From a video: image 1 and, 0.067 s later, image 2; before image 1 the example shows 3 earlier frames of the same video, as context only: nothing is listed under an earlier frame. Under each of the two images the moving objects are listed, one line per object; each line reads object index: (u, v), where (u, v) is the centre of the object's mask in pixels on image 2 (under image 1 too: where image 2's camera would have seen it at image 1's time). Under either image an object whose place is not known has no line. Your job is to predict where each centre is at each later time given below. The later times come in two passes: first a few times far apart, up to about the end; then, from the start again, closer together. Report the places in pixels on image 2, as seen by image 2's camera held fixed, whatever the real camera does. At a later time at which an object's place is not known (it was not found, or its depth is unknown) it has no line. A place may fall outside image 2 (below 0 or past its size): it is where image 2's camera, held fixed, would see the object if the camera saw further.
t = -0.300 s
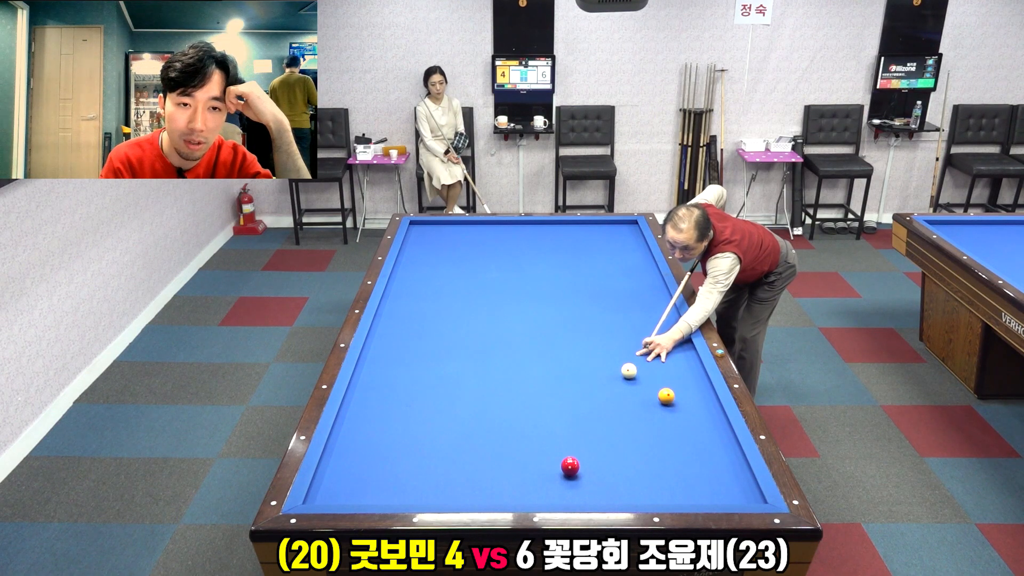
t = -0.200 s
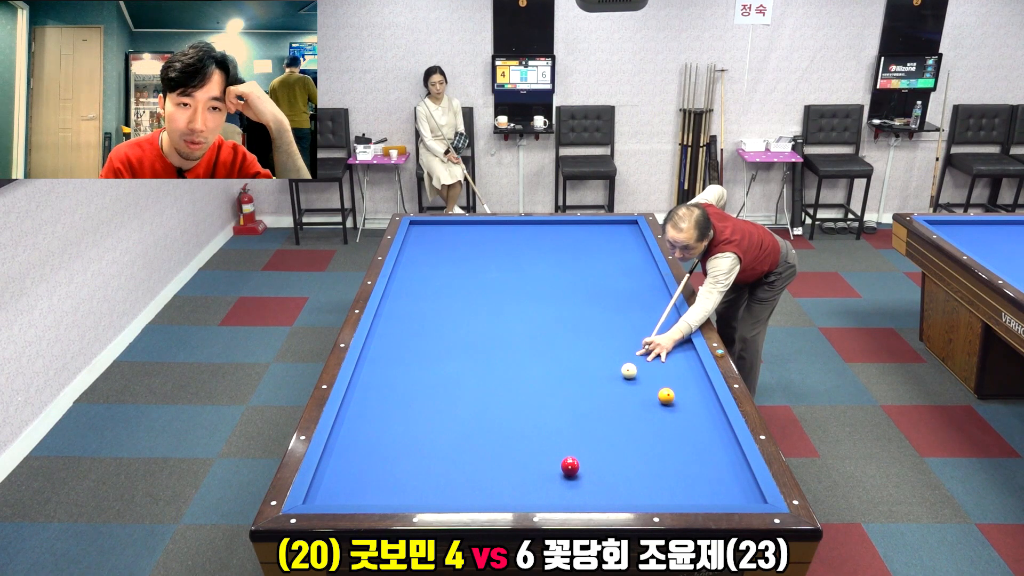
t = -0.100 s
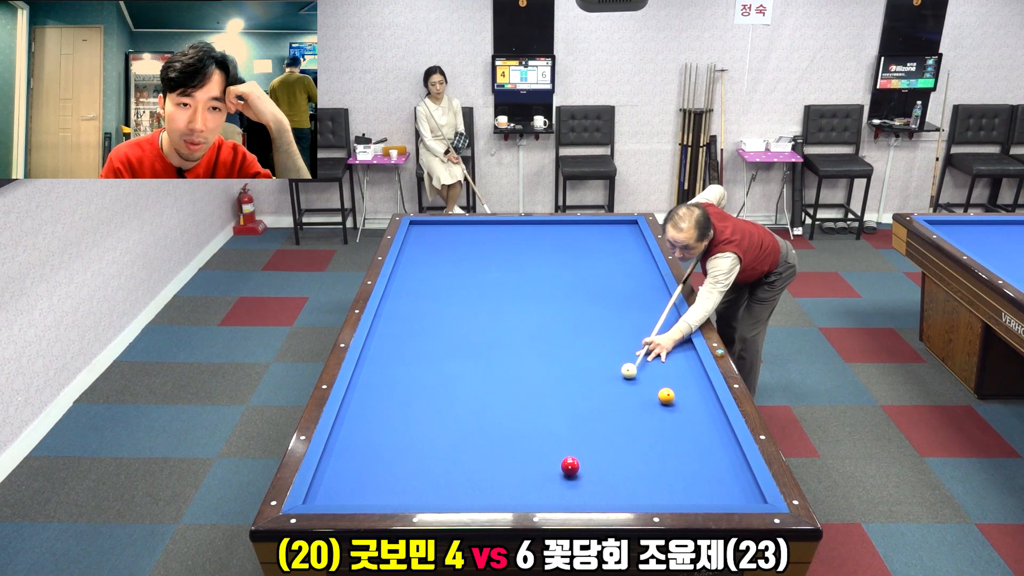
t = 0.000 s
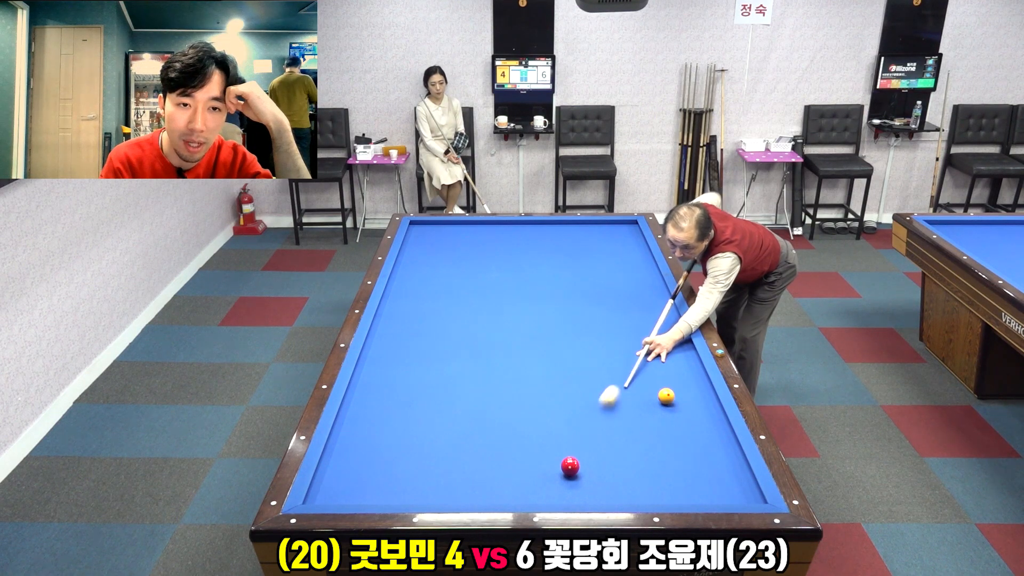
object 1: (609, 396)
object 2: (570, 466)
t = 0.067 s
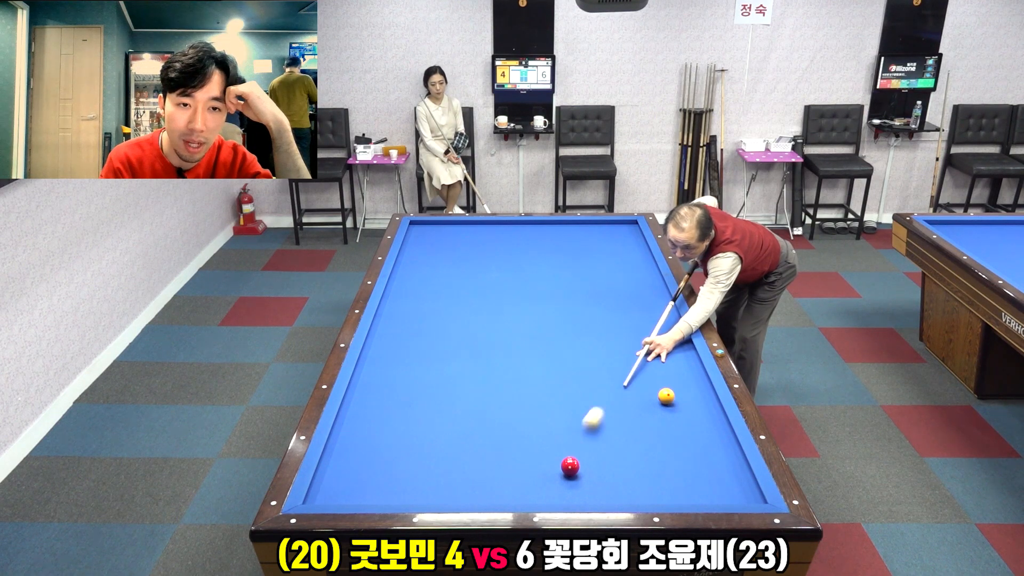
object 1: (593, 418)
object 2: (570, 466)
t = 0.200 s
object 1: (557, 456)
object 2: (572, 476)
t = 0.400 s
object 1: (506, 459)
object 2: (574, 472)
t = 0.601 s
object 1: (463, 461)
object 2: (569, 438)
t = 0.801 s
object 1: (422, 462)
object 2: (566, 410)
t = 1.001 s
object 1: (380, 464)
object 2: (562, 384)
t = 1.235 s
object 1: (332, 466)
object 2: (559, 359)
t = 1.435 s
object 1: (343, 475)
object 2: (556, 339)
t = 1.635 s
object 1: (361, 486)
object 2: (554, 321)
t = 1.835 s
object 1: (378, 495)
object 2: (551, 306)
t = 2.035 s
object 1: (401, 495)
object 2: (549, 291)
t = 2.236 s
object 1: (426, 492)
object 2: (547, 278)
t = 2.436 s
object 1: (450, 486)
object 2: (546, 266)
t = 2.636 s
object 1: (473, 481)
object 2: (544, 255)
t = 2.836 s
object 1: (495, 476)
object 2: (543, 245)
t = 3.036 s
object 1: (516, 472)
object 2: (541, 235)
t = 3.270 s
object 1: (540, 466)
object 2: (540, 225)
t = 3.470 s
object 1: (560, 462)
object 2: (540, 225)
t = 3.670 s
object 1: (578, 459)
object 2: (540, 230)
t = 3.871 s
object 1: (596, 455)
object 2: (540, 235)
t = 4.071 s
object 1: (613, 451)
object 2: (541, 240)
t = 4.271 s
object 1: (630, 448)
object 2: (541, 245)
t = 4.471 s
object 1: (646, 445)
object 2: (541, 250)
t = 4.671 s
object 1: (661, 442)
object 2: (542, 256)
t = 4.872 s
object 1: (676, 439)
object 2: (542, 261)
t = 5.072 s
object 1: (690, 436)
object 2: (543, 266)
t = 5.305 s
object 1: (706, 433)
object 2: (543, 273)
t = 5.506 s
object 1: (718, 431)
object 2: (543, 278)
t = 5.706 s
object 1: (720, 429)
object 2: (544, 284)
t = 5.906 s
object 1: (712, 427)
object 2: (544, 290)
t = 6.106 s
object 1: (704, 426)
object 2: (545, 295)
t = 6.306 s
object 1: (697, 424)
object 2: (545, 301)
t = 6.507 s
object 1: (690, 423)
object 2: (546, 307)
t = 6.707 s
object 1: (684, 422)
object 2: (546, 313)
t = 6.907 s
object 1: (678, 420)
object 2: (547, 319)
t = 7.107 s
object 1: (672, 420)
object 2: (547, 325)
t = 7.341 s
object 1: (667, 419)
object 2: (548, 332)
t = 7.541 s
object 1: (662, 418)
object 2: (548, 337)
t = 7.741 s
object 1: (658, 417)
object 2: (549, 344)
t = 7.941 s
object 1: (655, 416)
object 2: (549, 349)
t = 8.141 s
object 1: (652, 416)
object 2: (549, 355)
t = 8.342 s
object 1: (649, 415)
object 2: (549, 361)
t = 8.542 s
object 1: (647, 415)
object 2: (549, 368)
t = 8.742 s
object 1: (645, 415)
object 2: (549, 374)
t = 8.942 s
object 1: (644, 415)
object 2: (549, 379)
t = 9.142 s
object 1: (643, 415)
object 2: (549, 385)
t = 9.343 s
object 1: (642, 415)
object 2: (549, 391)
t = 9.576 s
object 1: (642, 415)
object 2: (549, 398)
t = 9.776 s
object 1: (642, 415)
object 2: (549, 404)
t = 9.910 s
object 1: (642, 415)
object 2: (549, 408)
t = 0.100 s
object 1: (585, 429)
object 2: (570, 466)
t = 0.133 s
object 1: (576, 440)
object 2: (570, 466)
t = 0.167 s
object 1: (568, 450)
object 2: (570, 467)
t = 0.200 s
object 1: (557, 456)
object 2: (572, 476)
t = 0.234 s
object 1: (547, 457)
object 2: (575, 487)
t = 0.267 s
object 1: (538, 458)
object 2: (577, 495)
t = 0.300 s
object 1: (529, 458)
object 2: (576, 493)
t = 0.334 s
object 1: (520, 458)
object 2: (575, 485)
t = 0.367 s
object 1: (513, 459)
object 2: (575, 478)
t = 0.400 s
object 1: (506, 459)
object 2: (574, 472)
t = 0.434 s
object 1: (499, 459)
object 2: (573, 466)
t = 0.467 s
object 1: (492, 460)
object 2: (572, 460)
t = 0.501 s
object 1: (484, 460)
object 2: (571, 454)
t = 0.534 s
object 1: (477, 460)
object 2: (571, 449)
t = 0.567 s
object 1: (470, 461)
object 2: (570, 444)
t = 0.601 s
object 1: (463, 461)
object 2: (569, 438)
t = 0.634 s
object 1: (457, 461)
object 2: (569, 433)
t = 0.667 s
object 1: (450, 461)
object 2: (568, 428)
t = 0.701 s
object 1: (443, 462)
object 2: (567, 424)
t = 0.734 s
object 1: (435, 462)
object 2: (567, 419)
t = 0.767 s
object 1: (429, 462)
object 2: (566, 414)
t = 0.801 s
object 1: (422, 462)
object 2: (566, 410)
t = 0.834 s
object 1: (415, 463)
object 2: (565, 405)
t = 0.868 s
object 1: (408, 463)
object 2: (564, 401)
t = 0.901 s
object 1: (401, 463)
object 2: (564, 397)
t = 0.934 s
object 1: (394, 463)
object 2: (563, 392)
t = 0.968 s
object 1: (387, 464)
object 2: (563, 388)
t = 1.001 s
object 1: (380, 464)
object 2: (562, 384)
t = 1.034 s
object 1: (373, 464)
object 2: (562, 381)
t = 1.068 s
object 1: (366, 464)
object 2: (561, 377)
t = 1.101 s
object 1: (359, 465)
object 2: (561, 373)
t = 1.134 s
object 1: (353, 465)
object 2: (560, 369)
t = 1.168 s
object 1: (345, 465)
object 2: (560, 366)
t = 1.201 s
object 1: (339, 466)
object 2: (559, 362)
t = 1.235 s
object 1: (332, 466)
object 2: (559, 359)
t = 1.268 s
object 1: (326, 467)
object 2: (558, 355)
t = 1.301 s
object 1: (330, 468)
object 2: (558, 352)
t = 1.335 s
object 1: (335, 470)
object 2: (557, 349)
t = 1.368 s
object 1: (338, 472)
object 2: (557, 345)
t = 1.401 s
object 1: (341, 474)
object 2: (556, 342)
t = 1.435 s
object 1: (343, 475)
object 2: (556, 339)
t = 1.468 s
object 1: (346, 477)
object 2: (556, 336)
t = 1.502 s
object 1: (349, 479)
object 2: (555, 333)
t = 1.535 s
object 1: (352, 480)
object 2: (555, 330)
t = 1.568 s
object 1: (355, 482)
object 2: (554, 327)
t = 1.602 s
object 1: (358, 484)
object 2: (554, 324)
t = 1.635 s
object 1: (361, 486)
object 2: (554, 321)
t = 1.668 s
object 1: (364, 487)
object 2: (553, 319)
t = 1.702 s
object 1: (367, 489)
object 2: (553, 316)
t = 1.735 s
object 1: (369, 491)
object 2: (552, 314)
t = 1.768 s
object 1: (372, 493)
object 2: (552, 311)
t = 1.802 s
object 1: (375, 494)
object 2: (552, 308)
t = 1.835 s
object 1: (378, 495)
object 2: (551, 306)
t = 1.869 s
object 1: (381, 496)
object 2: (551, 303)
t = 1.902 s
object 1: (384, 497)
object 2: (551, 301)
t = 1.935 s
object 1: (388, 497)
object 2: (550, 298)
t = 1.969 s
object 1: (392, 496)
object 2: (550, 296)
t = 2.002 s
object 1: (397, 496)
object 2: (550, 294)
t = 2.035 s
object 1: (401, 495)
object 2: (549, 291)
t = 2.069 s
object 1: (405, 495)
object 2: (549, 289)
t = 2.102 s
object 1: (409, 494)
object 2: (549, 287)
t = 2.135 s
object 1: (414, 494)
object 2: (548, 285)
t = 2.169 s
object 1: (418, 493)
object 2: (548, 282)
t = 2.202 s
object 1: (422, 493)
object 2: (548, 280)
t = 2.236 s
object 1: (426, 492)
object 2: (547, 278)
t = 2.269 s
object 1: (430, 491)
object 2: (547, 276)
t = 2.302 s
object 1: (434, 490)
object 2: (547, 274)
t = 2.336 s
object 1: (438, 489)
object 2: (547, 272)
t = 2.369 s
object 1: (442, 488)
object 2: (546, 270)
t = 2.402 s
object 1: (446, 487)
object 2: (546, 268)
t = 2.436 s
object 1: (450, 486)
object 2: (546, 266)
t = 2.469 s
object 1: (454, 485)
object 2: (545, 264)
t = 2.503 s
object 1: (458, 484)
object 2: (545, 262)
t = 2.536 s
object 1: (462, 484)
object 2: (545, 260)
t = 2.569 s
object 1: (466, 483)
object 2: (545, 258)
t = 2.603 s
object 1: (469, 482)
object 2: (544, 257)
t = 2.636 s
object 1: (473, 481)
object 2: (544, 255)
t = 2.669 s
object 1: (477, 480)
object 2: (544, 253)
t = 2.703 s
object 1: (481, 479)
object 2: (543, 251)
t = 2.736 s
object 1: (484, 479)
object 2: (543, 250)
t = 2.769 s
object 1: (488, 478)
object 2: (543, 248)
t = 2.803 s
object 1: (492, 477)
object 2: (543, 246)
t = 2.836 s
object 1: (495, 476)
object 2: (543, 245)
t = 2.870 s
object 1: (499, 476)
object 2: (542, 243)
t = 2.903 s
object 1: (502, 475)
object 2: (542, 241)
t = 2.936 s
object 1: (506, 474)
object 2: (542, 240)
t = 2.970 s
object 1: (510, 473)
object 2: (542, 238)
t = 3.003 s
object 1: (513, 473)
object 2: (542, 237)
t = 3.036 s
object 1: (516, 472)
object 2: (541, 235)
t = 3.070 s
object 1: (520, 471)
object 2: (541, 234)
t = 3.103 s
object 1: (523, 470)
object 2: (541, 232)
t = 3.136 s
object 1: (527, 469)
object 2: (541, 231)
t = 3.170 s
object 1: (530, 469)
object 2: (541, 229)
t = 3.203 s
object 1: (534, 468)
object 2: (540, 228)
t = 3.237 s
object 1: (537, 467)
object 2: (540, 226)
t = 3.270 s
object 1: (540, 466)
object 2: (540, 225)
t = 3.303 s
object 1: (543, 466)
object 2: (540, 224)
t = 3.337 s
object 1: (547, 465)
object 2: (540, 222)
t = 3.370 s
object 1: (550, 464)
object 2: (540, 222)
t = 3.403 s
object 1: (553, 464)
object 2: (540, 223)
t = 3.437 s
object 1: (557, 463)
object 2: (540, 224)
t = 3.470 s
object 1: (560, 462)
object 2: (540, 225)
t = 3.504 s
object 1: (563, 462)
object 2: (540, 226)
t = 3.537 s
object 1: (566, 461)
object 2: (540, 227)
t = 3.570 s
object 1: (569, 460)
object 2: (540, 228)
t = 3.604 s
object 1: (572, 460)
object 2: (540, 228)
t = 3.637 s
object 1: (575, 459)
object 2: (540, 229)
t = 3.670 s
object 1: (578, 459)
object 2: (540, 230)
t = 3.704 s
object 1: (581, 458)
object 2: (540, 231)
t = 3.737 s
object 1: (584, 457)
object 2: (540, 232)
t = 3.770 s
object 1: (587, 457)
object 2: (540, 233)
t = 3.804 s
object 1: (590, 456)
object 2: (540, 233)
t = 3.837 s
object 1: (593, 455)
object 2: (540, 234)
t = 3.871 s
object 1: (596, 455)
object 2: (540, 235)
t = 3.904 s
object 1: (599, 454)
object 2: (540, 236)
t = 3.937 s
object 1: (602, 454)
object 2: (540, 237)
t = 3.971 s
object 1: (605, 453)
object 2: (541, 237)
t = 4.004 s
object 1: (608, 453)
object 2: (541, 238)
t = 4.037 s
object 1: (611, 452)
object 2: (541, 239)
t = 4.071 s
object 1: (613, 451)
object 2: (541, 240)
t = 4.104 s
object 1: (616, 451)
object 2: (541, 241)
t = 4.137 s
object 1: (619, 450)
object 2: (541, 242)
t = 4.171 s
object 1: (622, 450)
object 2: (541, 243)
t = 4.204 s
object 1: (624, 449)
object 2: (541, 244)
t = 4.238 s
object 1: (627, 449)
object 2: (541, 244)
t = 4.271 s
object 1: (630, 448)
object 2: (541, 245)
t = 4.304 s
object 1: (633, 447)
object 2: (541, 246)
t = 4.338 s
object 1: (635, 447)
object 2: (541, 247)
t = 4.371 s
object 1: (638, 446)
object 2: (541, 248)
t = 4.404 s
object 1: (640, 446)
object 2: (541, 249)
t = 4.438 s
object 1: (643, 445)
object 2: (541, 250)
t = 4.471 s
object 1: (646, 445)
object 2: (541, 250)
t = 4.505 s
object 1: (648, 444)
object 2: (542, 251)
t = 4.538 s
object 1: (651, 444)
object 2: (542, 252)
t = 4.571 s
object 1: (654, 443)
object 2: (542, 253)
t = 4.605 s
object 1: (656, 443)
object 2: (542, 254)
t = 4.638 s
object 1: (659, 442)
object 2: (542, 255)
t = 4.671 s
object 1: (661, 442)
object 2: (542, 256)
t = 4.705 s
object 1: (664, 441)
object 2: (542, 256)
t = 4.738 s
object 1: (666, 441)
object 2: (542, 257)
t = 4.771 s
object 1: (668, 440)
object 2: (542, 258)
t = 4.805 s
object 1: (671, 440)
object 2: (542, 259)
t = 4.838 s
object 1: (673, 439)
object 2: (542, 260)
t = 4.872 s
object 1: (676, 439)
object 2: (542, 261)
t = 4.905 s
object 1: (678, 438)
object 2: (542, 262)
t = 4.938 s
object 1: (681, 438)
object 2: (542, 263)
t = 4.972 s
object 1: (683, 437)
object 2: (542, 264)
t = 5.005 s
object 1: (685, 437)
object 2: (543, 265)
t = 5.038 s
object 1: (688, 436)
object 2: (543, 265)
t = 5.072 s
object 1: (690, 436)
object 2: (543, 266)
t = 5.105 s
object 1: (692, 436)
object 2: (543, 267)
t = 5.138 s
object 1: (694, 435)
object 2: (543, 268)
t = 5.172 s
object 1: (697, 435)
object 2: (543, 269)
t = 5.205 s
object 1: (699, 434)
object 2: (543, 270)
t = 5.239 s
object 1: (701, 434)
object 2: (543, 271)
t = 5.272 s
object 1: (703, 433)
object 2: (543, 272)
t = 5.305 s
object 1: (706, 433)
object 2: (543, 273)
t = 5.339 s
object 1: (708, 433)
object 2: (543, 274)
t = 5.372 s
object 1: (710, 432)
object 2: (543, 275)
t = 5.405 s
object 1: (712, 432)
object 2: (543, 276)
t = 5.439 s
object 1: (714, 431)
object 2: (543, 276)
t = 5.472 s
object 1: (716, 431)
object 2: (543, 277)
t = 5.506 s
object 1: (718, 431)
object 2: (543, 278)
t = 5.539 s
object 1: (721, 430)
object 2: (544, 279)
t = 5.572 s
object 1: (723, 430)
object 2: (544, 280)
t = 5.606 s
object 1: (724, 430)
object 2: (544, 281)
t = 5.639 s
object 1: (723, 429)
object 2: (544, 282)
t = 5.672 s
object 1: (722, 429)
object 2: (544, 283)
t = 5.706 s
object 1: (720, 429)
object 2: (544, 284)
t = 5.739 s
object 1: (719, 429)
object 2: (544, 285)
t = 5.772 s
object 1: (717, 428)
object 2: (544, 286)
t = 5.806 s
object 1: (716, 428)
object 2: (544, 287)
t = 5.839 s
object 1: (715, 428)
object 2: (544, 288)
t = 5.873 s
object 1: (713, 427)
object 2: (544, 289)
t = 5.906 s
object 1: (712, 427)
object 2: (544, 290)
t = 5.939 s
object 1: (711, 427)
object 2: (544, 290)
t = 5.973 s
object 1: (709, 426)
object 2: (544, 291)
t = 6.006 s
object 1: (708, 426)
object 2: (545, 292)
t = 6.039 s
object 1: (707, 426)
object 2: (545, 293)
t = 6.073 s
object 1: (705, 426)
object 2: (545, 294)
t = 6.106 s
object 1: (704, 426)
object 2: (545, 295)
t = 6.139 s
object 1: (703, 425)
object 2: (545, 296)
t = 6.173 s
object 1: (702, 425)
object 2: (545, 297)
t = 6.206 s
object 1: (700, 425)
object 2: (545, 298)
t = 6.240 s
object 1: (699, 425)
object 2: (545, 299)
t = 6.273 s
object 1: (698, 424)
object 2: (545, 300)
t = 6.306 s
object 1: (697, 424)
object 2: (545, 301)
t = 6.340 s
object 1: (696, 424)
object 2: (545, 302)
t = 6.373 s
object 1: (694, 424)
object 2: (546, 303)
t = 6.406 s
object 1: (693, 424)
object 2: (546, 304)
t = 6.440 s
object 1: (692, 423)
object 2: (546, 305)
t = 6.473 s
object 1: (691, 423)
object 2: (546, 306)
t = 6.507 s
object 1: (690, 423)
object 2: (546, 307)
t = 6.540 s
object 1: (689, 423)
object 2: (546, 308)
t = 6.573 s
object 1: (688, 423)
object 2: (546, 309)
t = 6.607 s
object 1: (687, 422)
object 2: (546, 310)
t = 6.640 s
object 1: (686, 422)
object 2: (546, 311)
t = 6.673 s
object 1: (685, 422)
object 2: (546, 312)
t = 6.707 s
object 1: (684, 422)
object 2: (546, 313)
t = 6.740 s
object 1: (683, 421)
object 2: (546, 314)
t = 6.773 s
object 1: (682, 421)
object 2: (546, 315)
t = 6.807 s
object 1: (681, 421)
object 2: (546, 316)
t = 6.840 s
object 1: (680, 421)
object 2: (546, 317)
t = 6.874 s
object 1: (679, 421)
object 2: (546, 318)
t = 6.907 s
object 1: (678, 420)
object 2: (547, 319)
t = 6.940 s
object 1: (677, 420)
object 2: (547, 320)
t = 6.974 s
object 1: (676, 420)
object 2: (547, 320)
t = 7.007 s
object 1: (675, 420)
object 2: (547, 321)
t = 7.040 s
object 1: (674, 420)
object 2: (547, 323)
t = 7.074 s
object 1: (673, 420)
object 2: (547, 324)
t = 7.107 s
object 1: (672, 420)
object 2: (547, 325)
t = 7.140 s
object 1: (671, 419)
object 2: (547, 325)
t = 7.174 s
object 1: (671, 419)
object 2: (547, 326)
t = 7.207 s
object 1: (670, 419)
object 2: (548, 328)
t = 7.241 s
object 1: (669, 419)
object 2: (548, 329)
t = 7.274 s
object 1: (668, 419)
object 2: (548, 329)
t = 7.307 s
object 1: (667, 419)
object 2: (548, 330)
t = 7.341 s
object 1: (667, 419)
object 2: (548, 332)
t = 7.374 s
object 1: (666, 418)
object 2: (548, 332)
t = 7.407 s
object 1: (665, 418)
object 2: (548, 333)
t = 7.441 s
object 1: (664, 418)
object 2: (548, 334)
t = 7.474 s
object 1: (664, 418)
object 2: (548, 335)
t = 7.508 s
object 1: (663, 418)
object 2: (548, 336)
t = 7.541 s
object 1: (662, 418)
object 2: (548, 337)
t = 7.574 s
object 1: (661, 417)
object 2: (549, 338)
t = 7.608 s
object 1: (661, 417)
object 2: (549, 339)
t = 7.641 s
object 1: (660, 417)
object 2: (549, 340)
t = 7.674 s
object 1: (660, 417)
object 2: (549, 341)
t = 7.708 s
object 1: (659, 417)
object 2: (549, 342)
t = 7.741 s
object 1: (658, 417)
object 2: (549, 344)
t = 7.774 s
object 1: (658, 417)
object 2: (549, 344)
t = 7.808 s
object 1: (657, 417)
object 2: (549, 345)
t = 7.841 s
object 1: (656, 416)
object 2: (549, 346)
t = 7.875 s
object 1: (656, 416)
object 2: (549, 347)
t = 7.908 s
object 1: (655, 416)
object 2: (549, 348)
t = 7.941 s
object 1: (655, 416)
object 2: (549, 349)
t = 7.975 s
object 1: (654, 416)
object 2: (549, 350)
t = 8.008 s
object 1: (654, 416)
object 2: (549, 351)
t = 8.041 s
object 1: (653, 416)
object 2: (549, 352)
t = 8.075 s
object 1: (653, 416)
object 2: (549, 353)
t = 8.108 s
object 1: (652, 416)
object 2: (549, 355)
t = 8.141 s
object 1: (652, 416)
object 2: (549, 355)
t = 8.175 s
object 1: (651, 415)
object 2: (549, 356)
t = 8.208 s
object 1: (651, 415)
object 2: (549, 357)
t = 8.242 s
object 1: (650, 415)
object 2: (549, 358)
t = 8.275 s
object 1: (650, 415)
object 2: (549, 359)
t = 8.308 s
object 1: (649, 415)
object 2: (549, 360)
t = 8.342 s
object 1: (649, 415)
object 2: (549, 361)
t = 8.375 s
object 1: (649, 415)
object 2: (549, 362)
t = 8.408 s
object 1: (648, 415)
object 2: (549, 363)
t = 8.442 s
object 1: (648, 415)
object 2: (549, 365)
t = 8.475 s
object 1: (648, 415)
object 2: (549, 365)
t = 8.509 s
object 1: (647, 415)
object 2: (549, 367)
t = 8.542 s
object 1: (647, 415)
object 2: (549, 368)
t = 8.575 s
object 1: (647, 415)
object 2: (549, 369)
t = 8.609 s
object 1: (646, 415)
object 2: (549, 369)
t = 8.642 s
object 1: (646, 415)
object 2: (549, 370)
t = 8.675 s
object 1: (645, 415)
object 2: (549, 372)
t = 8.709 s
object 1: (645, 415)
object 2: (549, 372)
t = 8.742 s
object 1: (645, 415)
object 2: (549, 374)
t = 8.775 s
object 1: (645, 415)
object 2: (549, 374)
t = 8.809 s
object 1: (644, 415)
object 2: (549, 375)
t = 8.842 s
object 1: (644, 415)
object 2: (549, 377)
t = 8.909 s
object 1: (644, 415)
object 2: (549, 378)
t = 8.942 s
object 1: (644, 415)
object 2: (549, 379)
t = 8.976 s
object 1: (643, 415)
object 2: (549, 381)
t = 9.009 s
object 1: (643, 415)
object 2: (549, 381)
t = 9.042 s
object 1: (643, 415)
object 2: (549, 382)
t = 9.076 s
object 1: (643, 415)
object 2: (549, 383)
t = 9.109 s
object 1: (643, 415)
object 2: (549, 384)
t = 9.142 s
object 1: (643, 415)
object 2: (549, 385)
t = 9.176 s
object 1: (643, 415)
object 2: (549, 386)
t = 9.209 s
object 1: (642, 415)
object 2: (549, 387)
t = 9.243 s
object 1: (642, 415)
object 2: (549, 388)
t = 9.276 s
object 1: (642, 415)
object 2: (549, 389)
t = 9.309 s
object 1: (642, 415)
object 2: (549, 390)
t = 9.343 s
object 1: (642, 415)
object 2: (549, 391)
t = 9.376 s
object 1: (642, 415)
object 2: (549, 392)
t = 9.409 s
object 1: (642, 415)
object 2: (549, 393)
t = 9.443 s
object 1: (642, 415)
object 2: (549, 394)
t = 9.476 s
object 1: (642, 415)
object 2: (549, 395)
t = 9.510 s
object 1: (642, 415)
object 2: (549, 396)
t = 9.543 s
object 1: (642, 415)
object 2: (549, 397)
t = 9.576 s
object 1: (642, 415)
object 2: (549, 398)
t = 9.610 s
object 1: (642, 415)
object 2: (549, 399)
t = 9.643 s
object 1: (642, 415)
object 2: (549, 400)
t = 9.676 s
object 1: (642, 415)
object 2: (549, 401)
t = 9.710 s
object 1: (642, 415)
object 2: (549, 402)
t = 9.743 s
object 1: (642, 415)
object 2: (549, 403)
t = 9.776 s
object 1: (642, 415)
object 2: (549, 404)
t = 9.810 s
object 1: (642, 415)
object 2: (549, 405)
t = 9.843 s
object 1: (642, 415)
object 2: (549, 406)
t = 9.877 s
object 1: (642, 415)
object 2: (549, 407)
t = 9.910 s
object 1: (642, 415)
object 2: (549, 408)
